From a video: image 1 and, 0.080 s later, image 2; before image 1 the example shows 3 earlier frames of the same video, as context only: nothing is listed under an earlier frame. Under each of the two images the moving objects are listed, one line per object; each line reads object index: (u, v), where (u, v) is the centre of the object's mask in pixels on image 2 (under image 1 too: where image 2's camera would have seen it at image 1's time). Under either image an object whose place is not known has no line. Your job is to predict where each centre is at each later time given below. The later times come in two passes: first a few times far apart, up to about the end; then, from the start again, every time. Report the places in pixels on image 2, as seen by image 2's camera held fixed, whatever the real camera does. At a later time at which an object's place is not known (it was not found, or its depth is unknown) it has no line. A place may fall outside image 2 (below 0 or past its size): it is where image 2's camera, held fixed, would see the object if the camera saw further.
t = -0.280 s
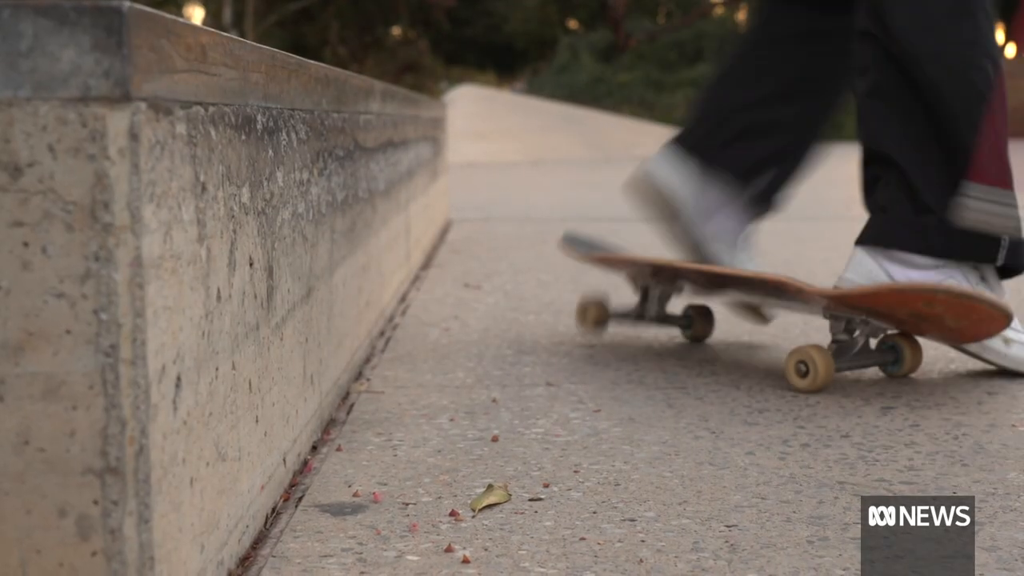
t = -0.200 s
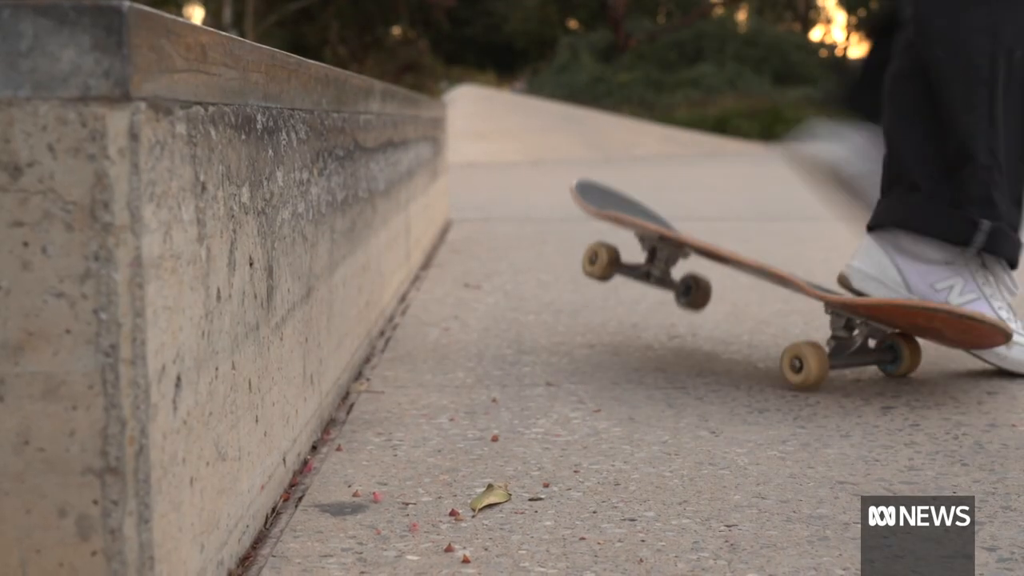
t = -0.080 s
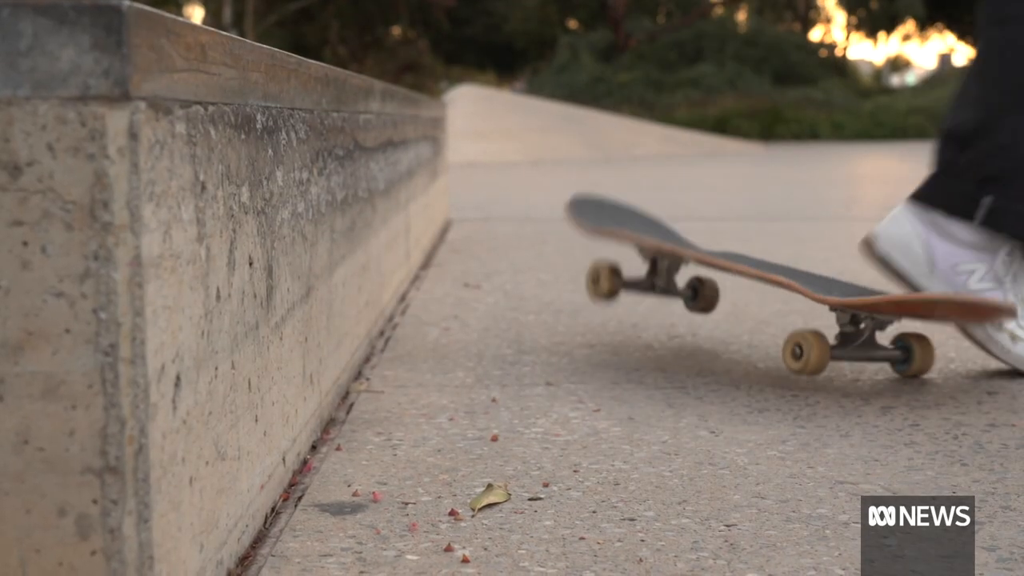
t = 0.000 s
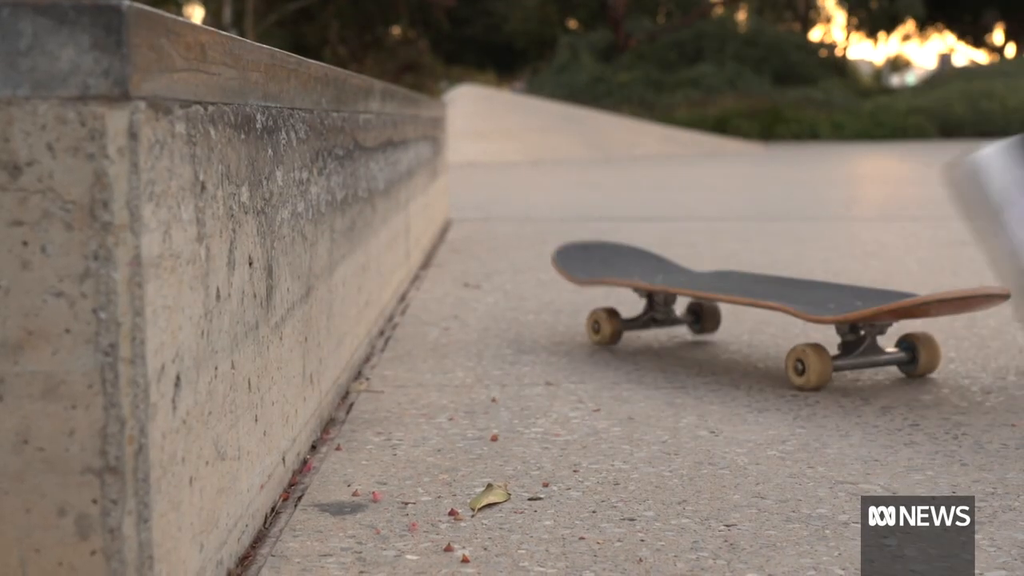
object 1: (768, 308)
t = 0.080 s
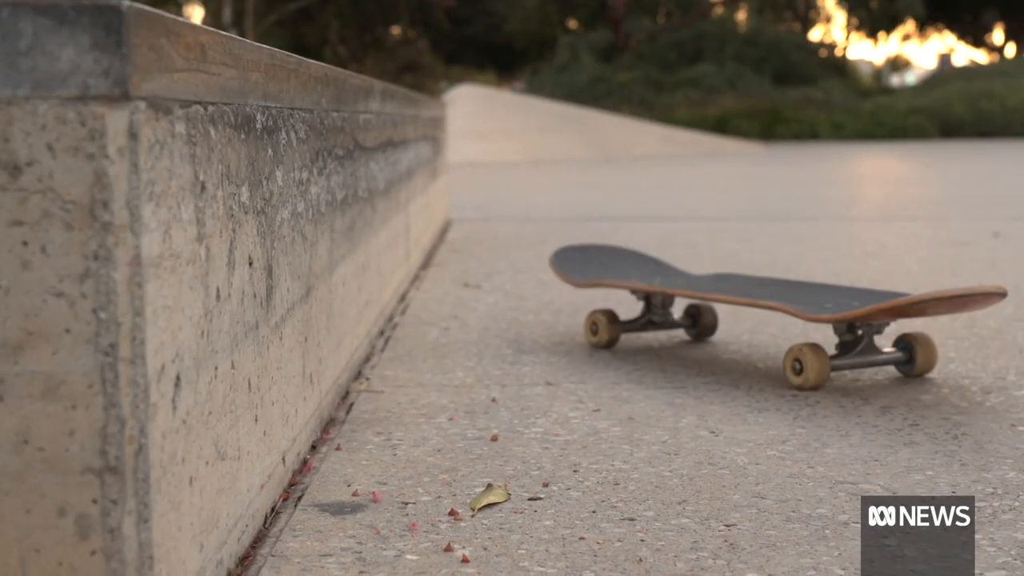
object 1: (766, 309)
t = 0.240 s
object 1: (762, 308)
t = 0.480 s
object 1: (751, 307)
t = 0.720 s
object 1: (740, 305)
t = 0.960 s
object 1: (727, 303)
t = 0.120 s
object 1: (767, 309)
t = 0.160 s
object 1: (765, 308)
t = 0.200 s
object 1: (763, 308)
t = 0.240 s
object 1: (762, 308)
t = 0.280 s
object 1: (760, 307)
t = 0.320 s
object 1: (759, 307)
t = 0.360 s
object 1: (757, 307)
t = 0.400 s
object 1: (754, 307)
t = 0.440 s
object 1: (753, 307)
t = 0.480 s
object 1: (751, 307)
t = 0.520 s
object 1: (750, 307)
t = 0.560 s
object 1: (747, 306)
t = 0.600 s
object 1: (746, 306)
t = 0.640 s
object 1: (744, 306)
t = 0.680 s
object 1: (743, 306)
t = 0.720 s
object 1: (740, 305)
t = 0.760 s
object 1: (739, 305)
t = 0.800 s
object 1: (736, 305)
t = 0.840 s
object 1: (735, 305)
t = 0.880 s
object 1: (732, 304)
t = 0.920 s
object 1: (729, 304)
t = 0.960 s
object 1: (727, 303)
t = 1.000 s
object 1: (725, 303)
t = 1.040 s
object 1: (723, 303)
